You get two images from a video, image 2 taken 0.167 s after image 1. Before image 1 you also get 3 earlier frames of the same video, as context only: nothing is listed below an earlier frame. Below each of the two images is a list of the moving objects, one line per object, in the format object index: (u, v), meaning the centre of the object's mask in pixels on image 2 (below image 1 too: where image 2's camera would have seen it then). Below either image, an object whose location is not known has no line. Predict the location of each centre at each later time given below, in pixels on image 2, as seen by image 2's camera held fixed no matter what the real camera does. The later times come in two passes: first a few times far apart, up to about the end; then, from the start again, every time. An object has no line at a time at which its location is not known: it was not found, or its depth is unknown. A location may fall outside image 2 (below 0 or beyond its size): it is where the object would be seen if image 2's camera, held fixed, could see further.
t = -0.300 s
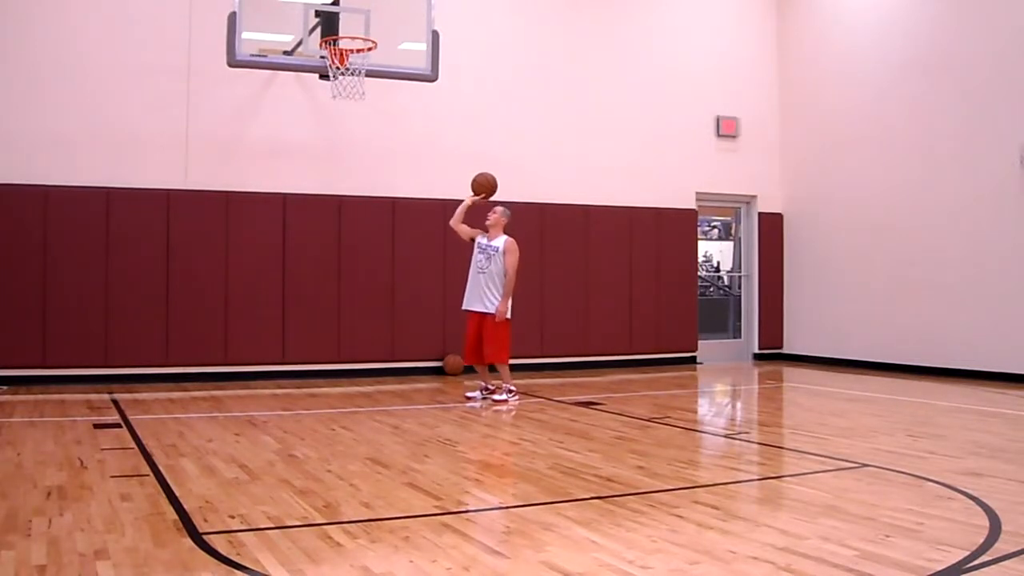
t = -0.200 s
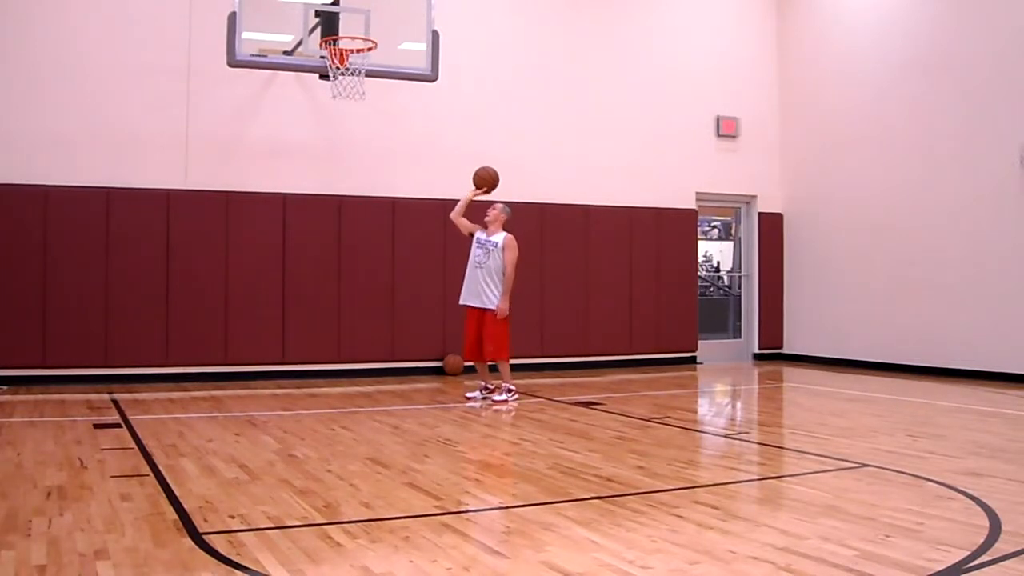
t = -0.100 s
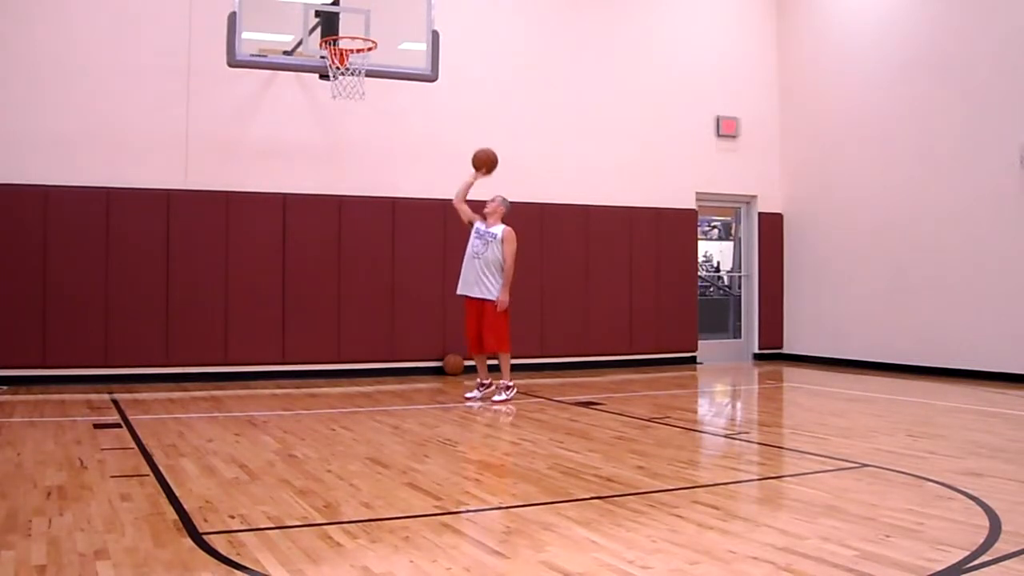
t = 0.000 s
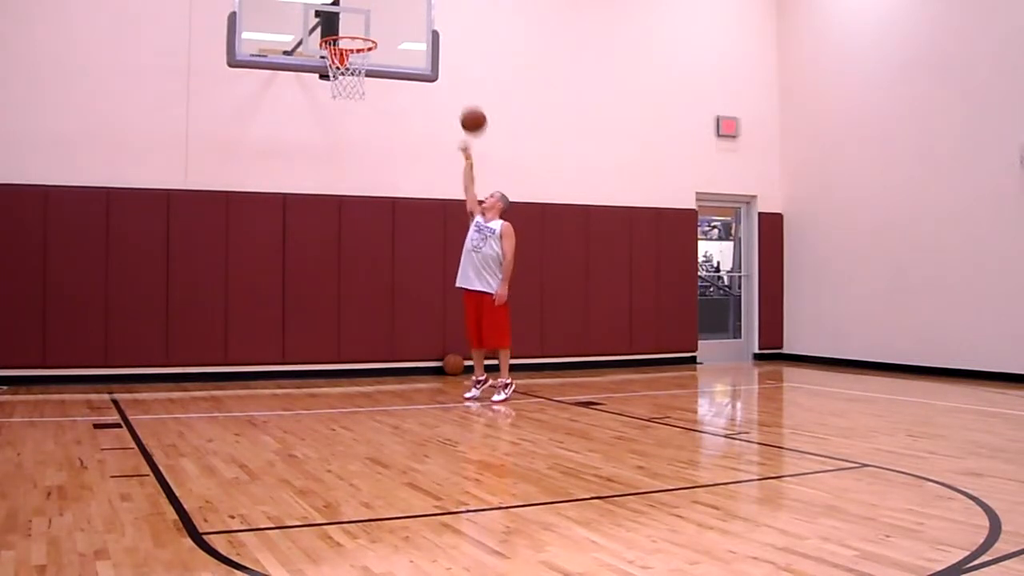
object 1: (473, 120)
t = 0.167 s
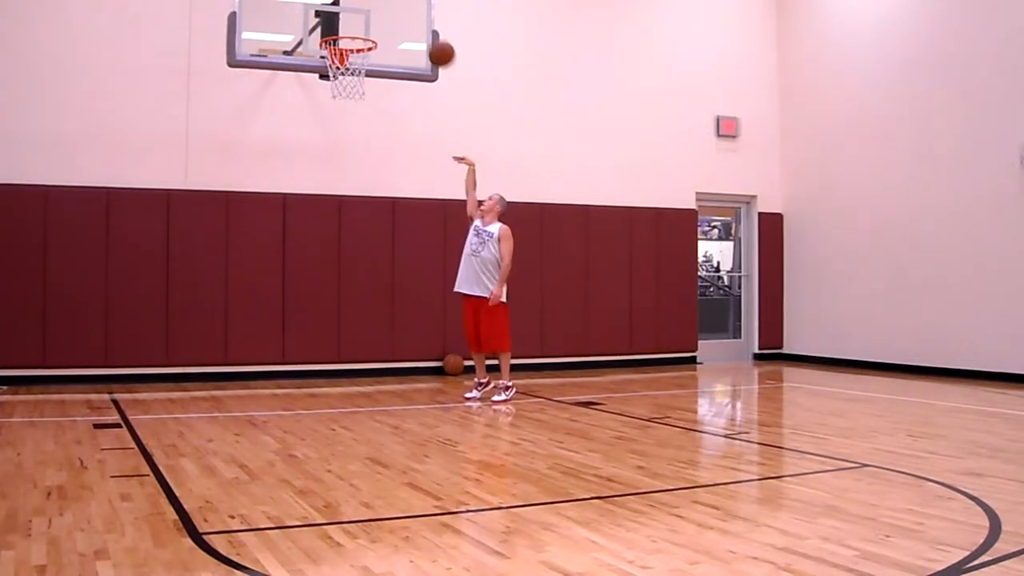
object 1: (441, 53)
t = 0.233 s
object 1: (428, 35)
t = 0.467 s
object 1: (383, 9)
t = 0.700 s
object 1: (337, 31)
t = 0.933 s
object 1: (371, 66)
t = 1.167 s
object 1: (365, 95)
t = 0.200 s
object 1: (435, 43)
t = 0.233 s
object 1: (428, 35)
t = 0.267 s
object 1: (422, 27)
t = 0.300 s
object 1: (415, 21)
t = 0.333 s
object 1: (409, 16)
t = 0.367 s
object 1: (402, 12)
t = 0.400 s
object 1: (396, 10)
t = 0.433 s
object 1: (389, 10)
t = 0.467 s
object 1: (383, 9)
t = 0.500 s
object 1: (376, 10)
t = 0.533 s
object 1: (369, 11)
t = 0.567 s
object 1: (362, 13)
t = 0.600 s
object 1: (355, 18)
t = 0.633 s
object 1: (348, 23)
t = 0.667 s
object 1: (341, 27)
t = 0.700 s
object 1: (337, 31)
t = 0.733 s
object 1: (345, 43)
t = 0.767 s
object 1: (351, 51)
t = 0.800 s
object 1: (358, 57)
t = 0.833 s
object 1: (363, 63)
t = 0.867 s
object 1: (367, 65)
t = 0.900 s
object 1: (370, 66)
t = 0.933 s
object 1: (371, 66)
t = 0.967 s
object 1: (370, 67)
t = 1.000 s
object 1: (370, 69)
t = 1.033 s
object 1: (370, 72)
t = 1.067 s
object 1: (368, 76)
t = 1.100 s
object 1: (367, 81)
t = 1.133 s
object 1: (368, 90)
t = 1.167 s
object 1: (365, 95)
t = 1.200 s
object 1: (362, 104)
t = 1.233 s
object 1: (361, 113)
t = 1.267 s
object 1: (359, 124)
